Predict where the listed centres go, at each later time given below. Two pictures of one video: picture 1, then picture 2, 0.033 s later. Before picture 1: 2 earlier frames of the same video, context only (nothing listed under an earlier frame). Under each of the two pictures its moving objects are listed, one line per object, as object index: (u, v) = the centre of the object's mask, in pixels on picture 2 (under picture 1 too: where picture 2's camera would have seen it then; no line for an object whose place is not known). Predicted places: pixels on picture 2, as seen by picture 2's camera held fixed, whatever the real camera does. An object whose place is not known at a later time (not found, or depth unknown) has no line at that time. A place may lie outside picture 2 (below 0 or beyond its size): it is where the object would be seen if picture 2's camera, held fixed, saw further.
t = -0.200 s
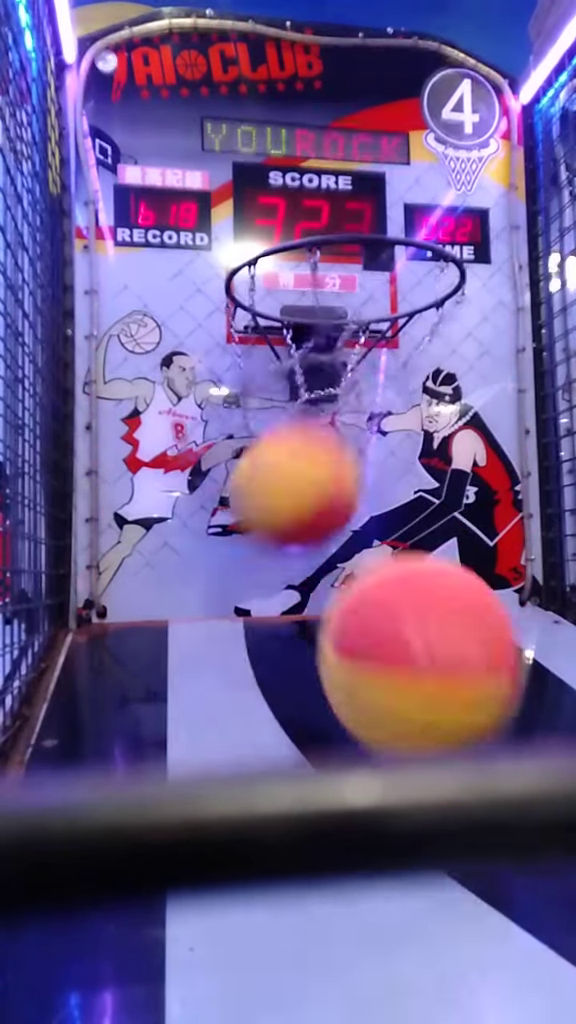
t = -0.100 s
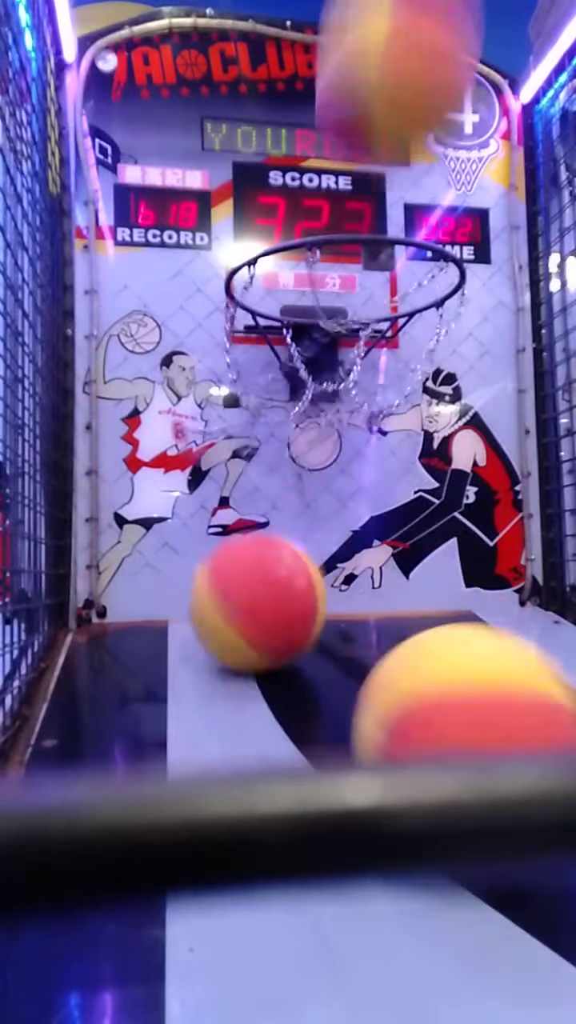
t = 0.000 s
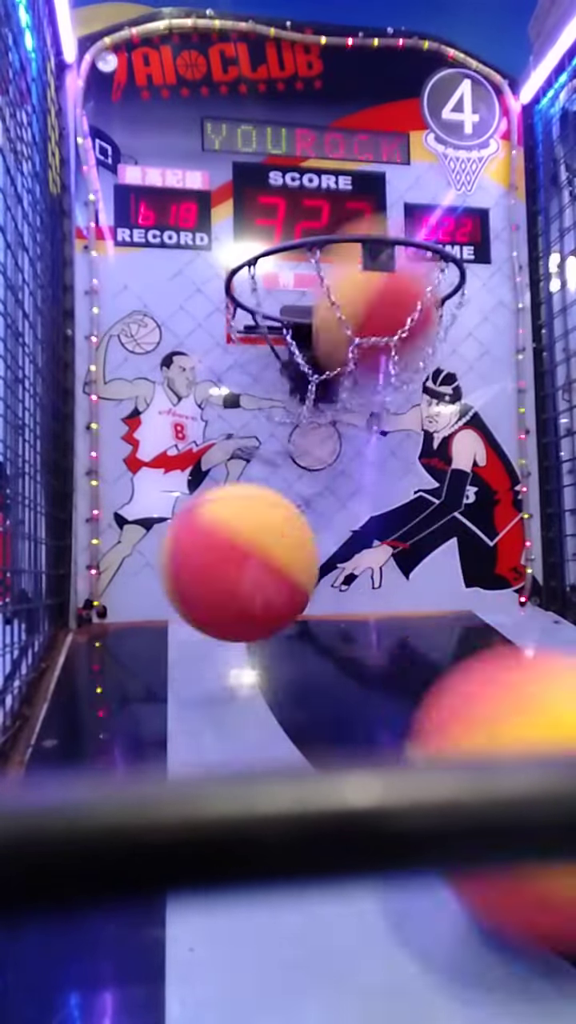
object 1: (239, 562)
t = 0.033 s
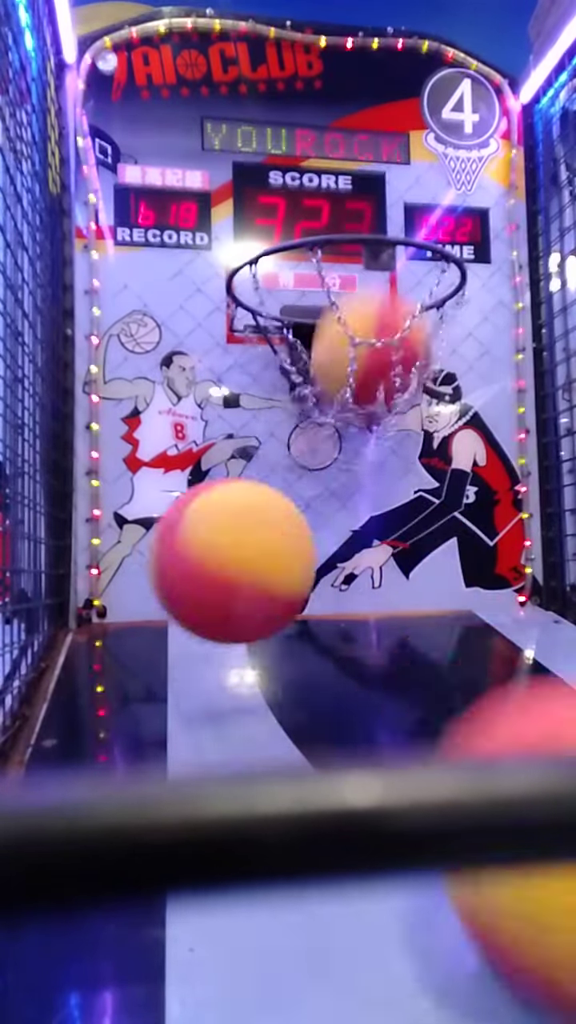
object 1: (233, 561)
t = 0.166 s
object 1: (194, 653)
